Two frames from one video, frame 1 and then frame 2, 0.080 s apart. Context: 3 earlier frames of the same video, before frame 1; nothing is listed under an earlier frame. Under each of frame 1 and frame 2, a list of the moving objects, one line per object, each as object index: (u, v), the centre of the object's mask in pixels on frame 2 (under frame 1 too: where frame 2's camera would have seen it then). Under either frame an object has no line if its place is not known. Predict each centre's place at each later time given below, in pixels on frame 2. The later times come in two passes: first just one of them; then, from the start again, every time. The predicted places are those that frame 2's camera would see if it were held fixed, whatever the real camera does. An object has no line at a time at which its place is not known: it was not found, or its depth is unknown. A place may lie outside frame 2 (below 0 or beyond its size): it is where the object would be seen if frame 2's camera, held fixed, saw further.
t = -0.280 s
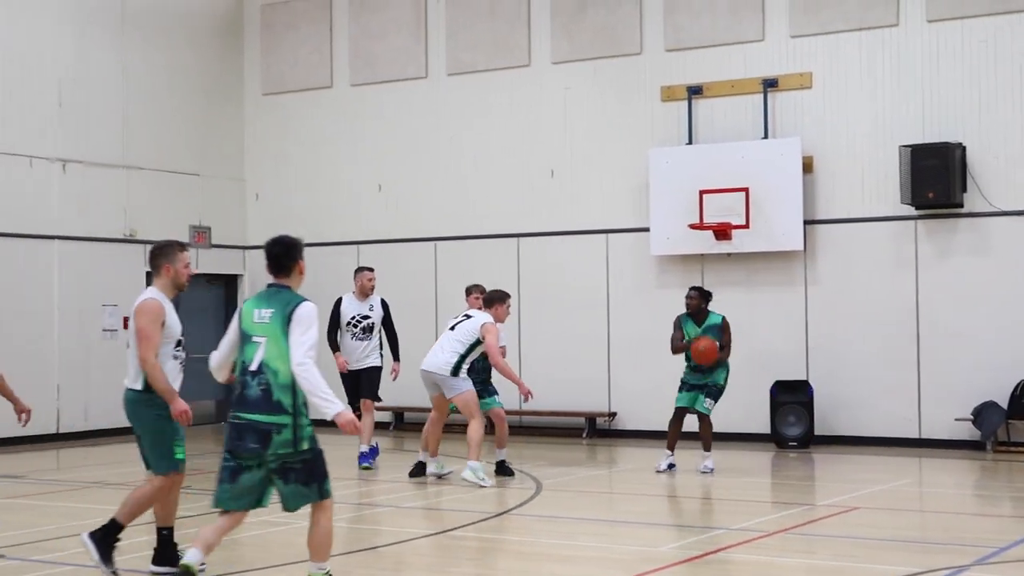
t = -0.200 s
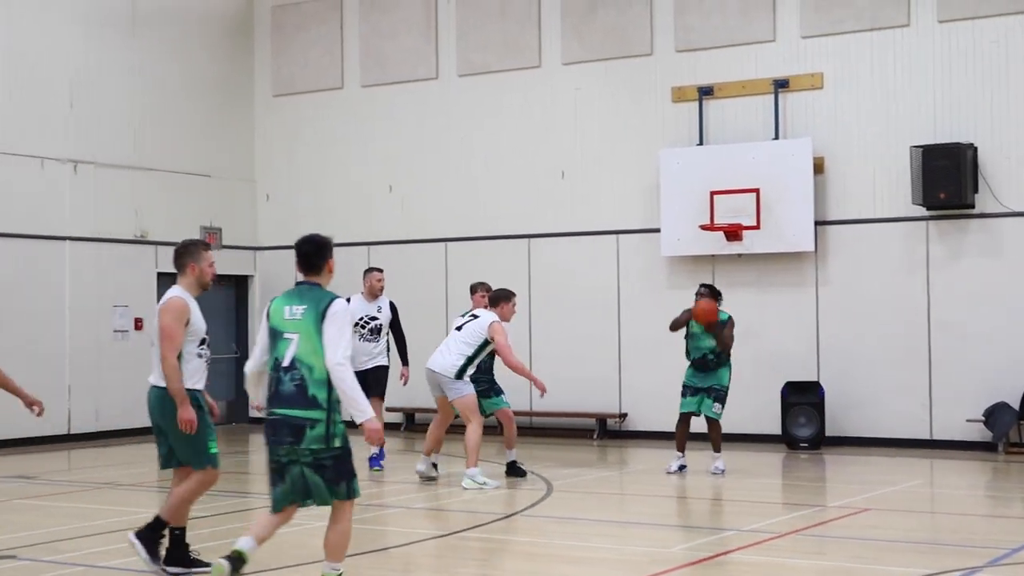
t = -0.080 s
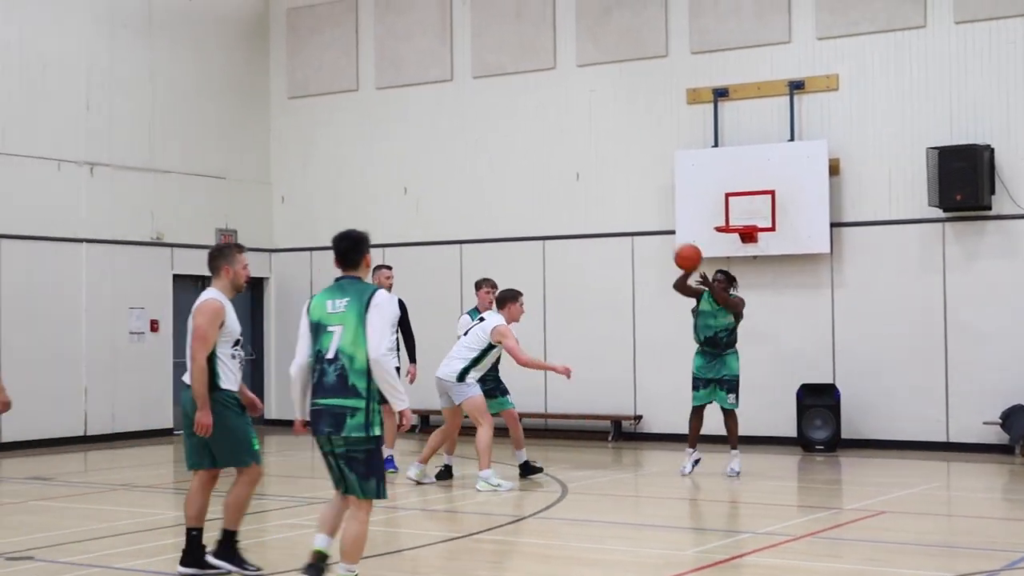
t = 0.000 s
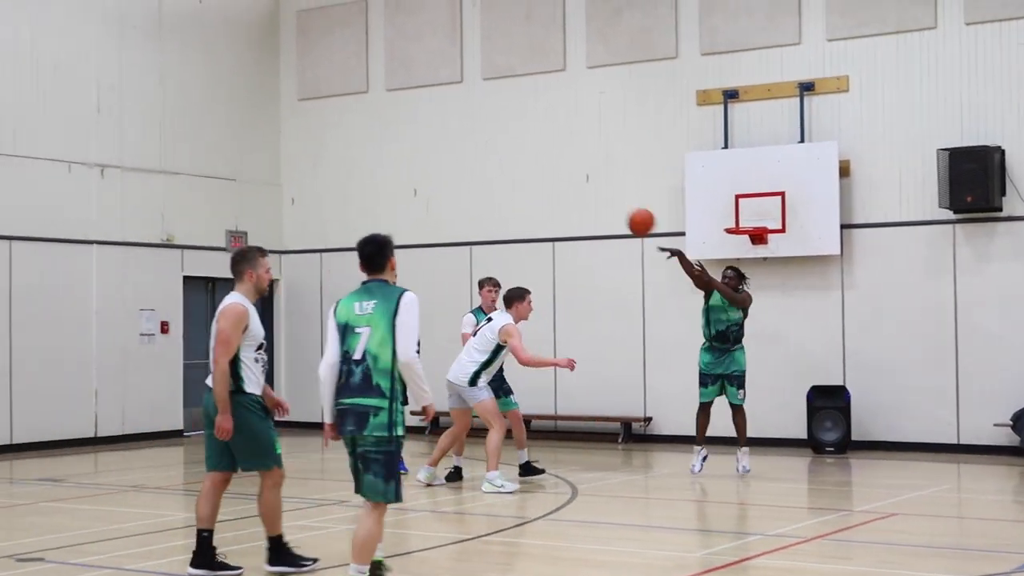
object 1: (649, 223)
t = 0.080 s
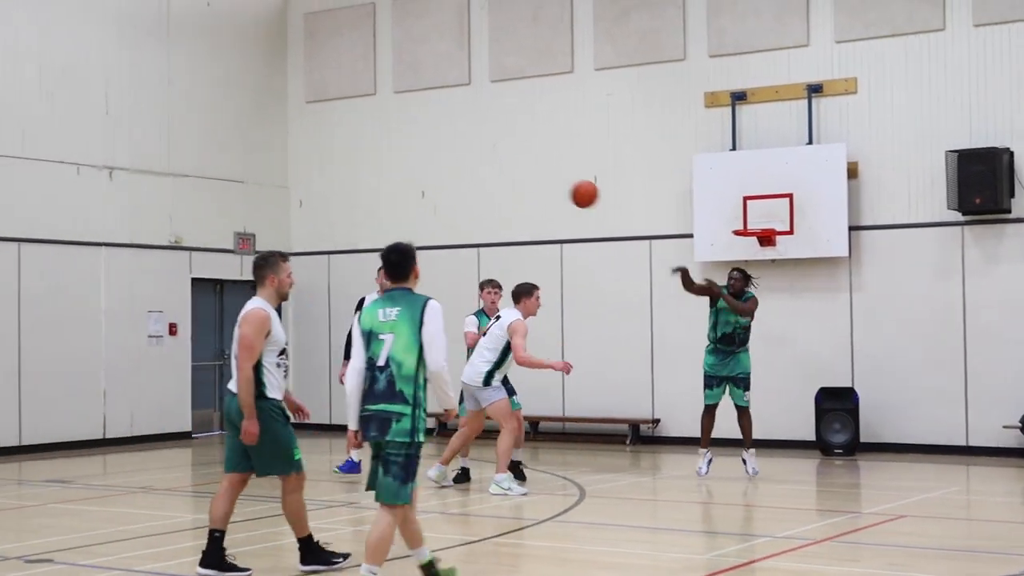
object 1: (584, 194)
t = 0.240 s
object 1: (451, 155)
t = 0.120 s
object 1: (551, 181)
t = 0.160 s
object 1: (518, 171)
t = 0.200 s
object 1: (485, 162)
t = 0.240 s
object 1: (451, 155)
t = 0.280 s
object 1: (418, 149)
